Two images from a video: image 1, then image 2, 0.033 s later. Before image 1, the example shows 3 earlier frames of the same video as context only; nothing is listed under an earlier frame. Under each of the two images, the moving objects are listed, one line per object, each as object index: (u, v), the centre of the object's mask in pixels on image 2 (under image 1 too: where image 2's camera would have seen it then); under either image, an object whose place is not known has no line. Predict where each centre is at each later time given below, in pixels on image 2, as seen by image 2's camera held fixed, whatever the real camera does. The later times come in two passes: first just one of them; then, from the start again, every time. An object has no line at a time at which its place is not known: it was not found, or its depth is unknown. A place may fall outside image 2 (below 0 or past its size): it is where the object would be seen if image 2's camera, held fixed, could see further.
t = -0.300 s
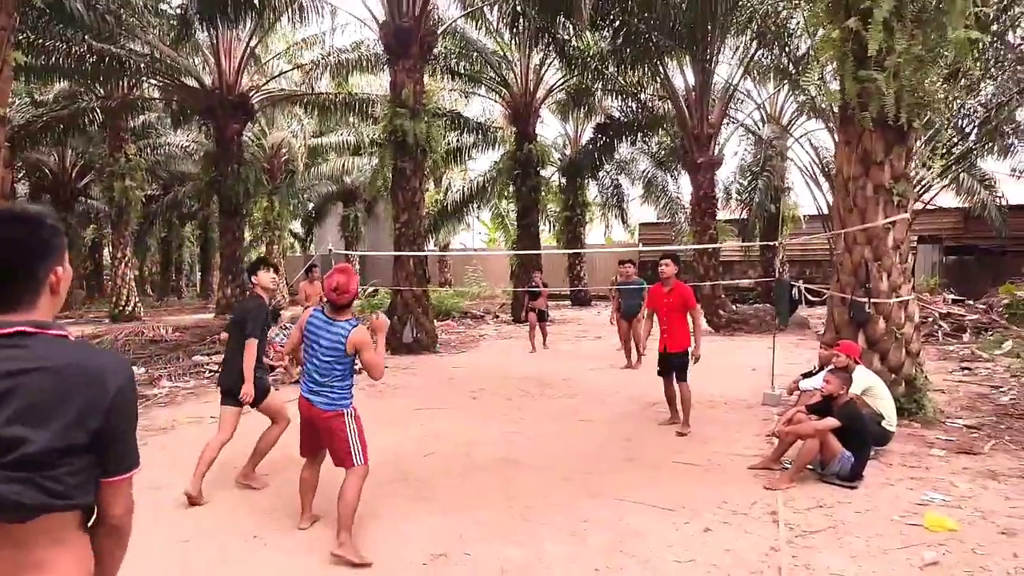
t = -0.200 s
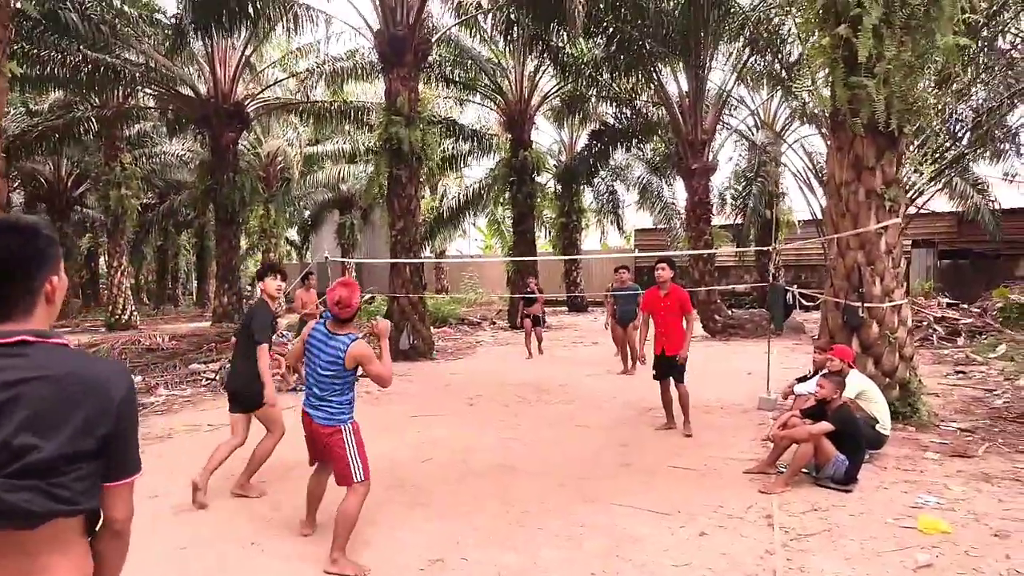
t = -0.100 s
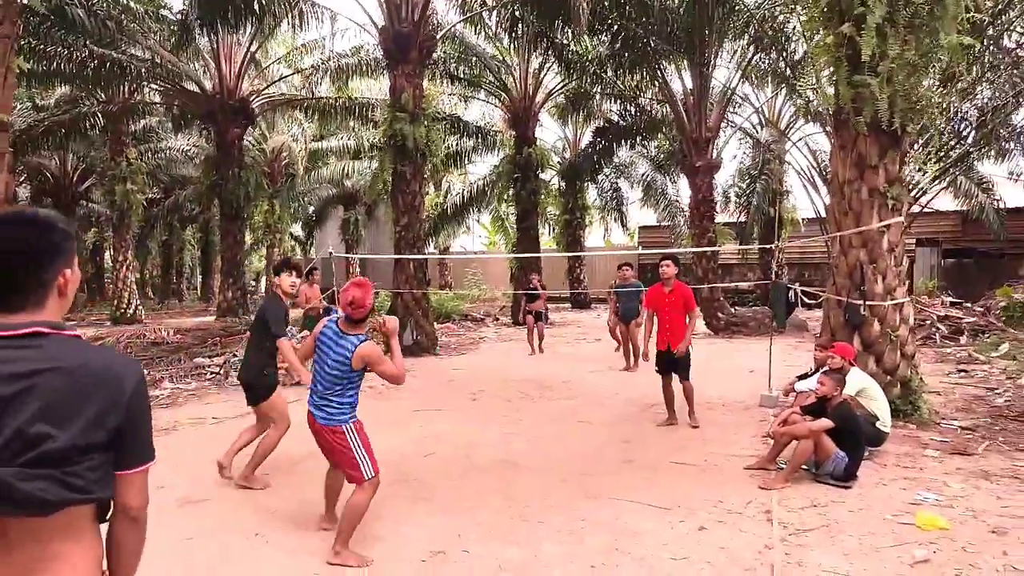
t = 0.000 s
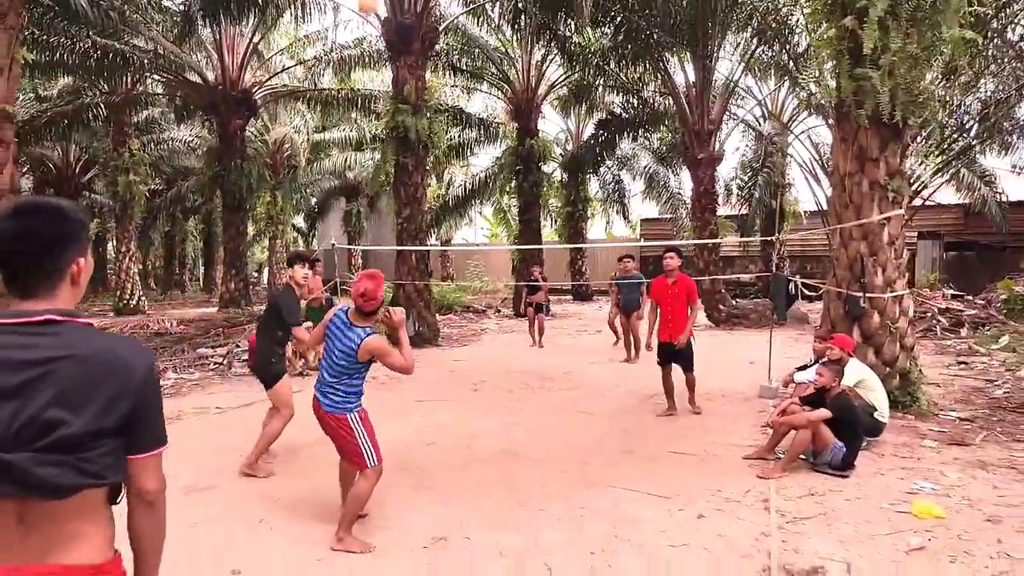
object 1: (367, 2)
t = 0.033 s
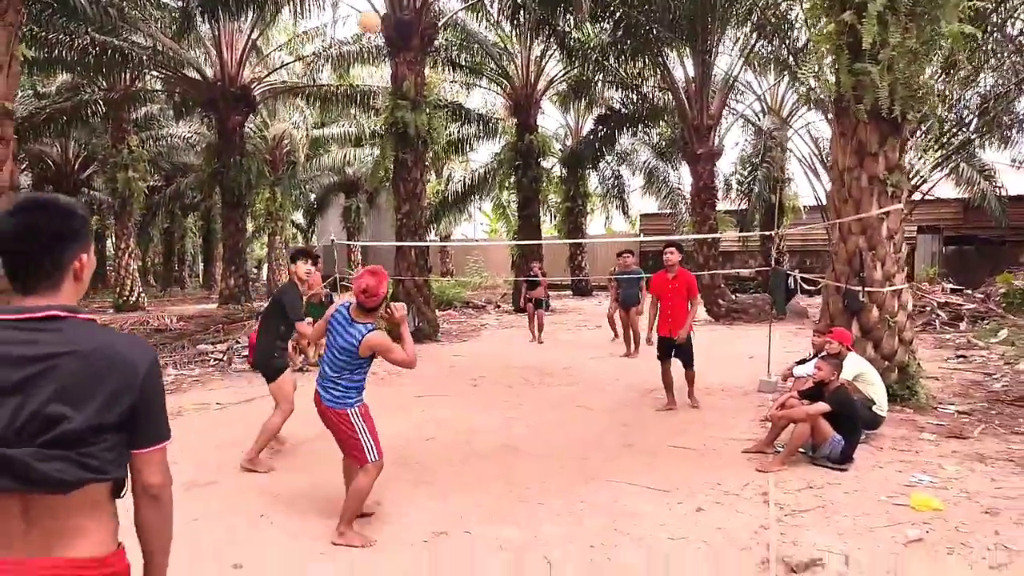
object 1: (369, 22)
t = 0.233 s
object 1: (392, 202)
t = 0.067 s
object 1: (373, 48)
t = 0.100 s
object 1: (376, 73)
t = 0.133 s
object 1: (381, 101)
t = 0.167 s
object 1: (384, 134)
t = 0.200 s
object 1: (388, 167)
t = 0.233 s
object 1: (392, 202)
